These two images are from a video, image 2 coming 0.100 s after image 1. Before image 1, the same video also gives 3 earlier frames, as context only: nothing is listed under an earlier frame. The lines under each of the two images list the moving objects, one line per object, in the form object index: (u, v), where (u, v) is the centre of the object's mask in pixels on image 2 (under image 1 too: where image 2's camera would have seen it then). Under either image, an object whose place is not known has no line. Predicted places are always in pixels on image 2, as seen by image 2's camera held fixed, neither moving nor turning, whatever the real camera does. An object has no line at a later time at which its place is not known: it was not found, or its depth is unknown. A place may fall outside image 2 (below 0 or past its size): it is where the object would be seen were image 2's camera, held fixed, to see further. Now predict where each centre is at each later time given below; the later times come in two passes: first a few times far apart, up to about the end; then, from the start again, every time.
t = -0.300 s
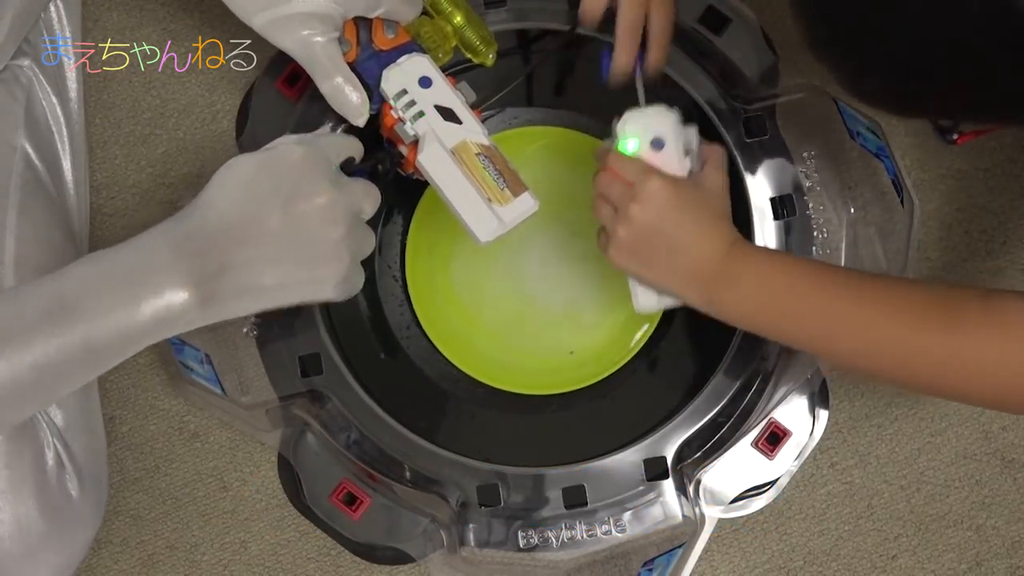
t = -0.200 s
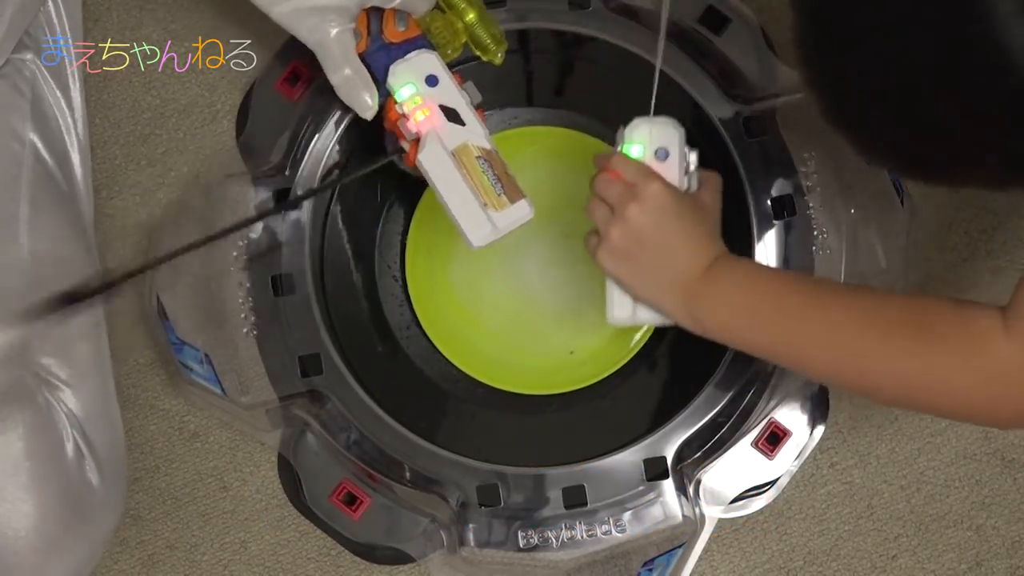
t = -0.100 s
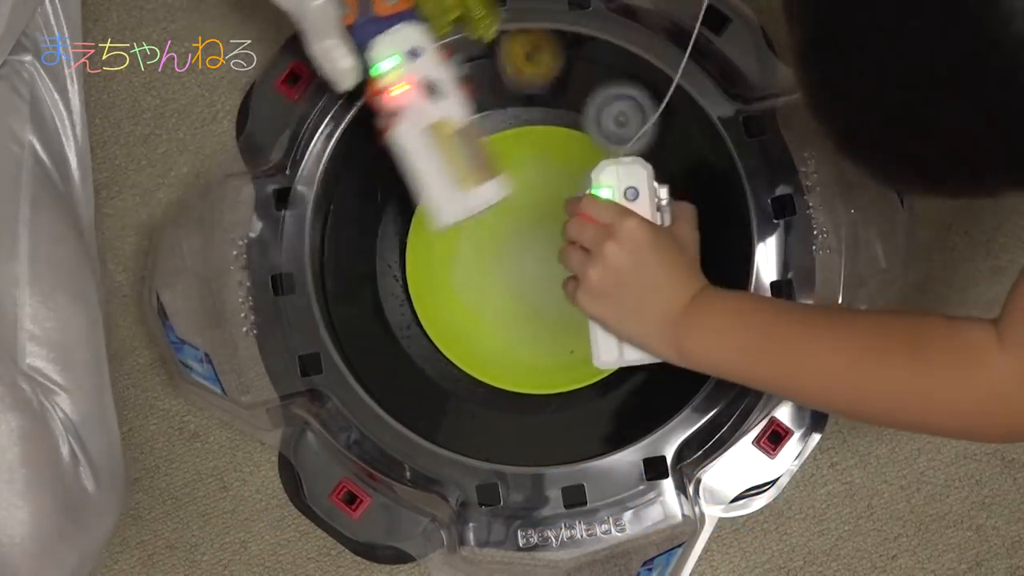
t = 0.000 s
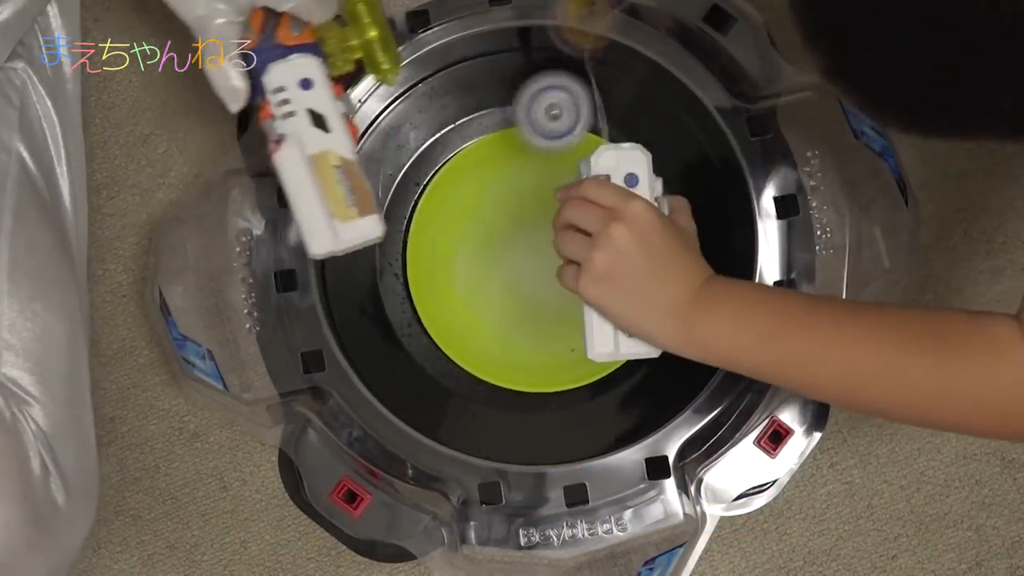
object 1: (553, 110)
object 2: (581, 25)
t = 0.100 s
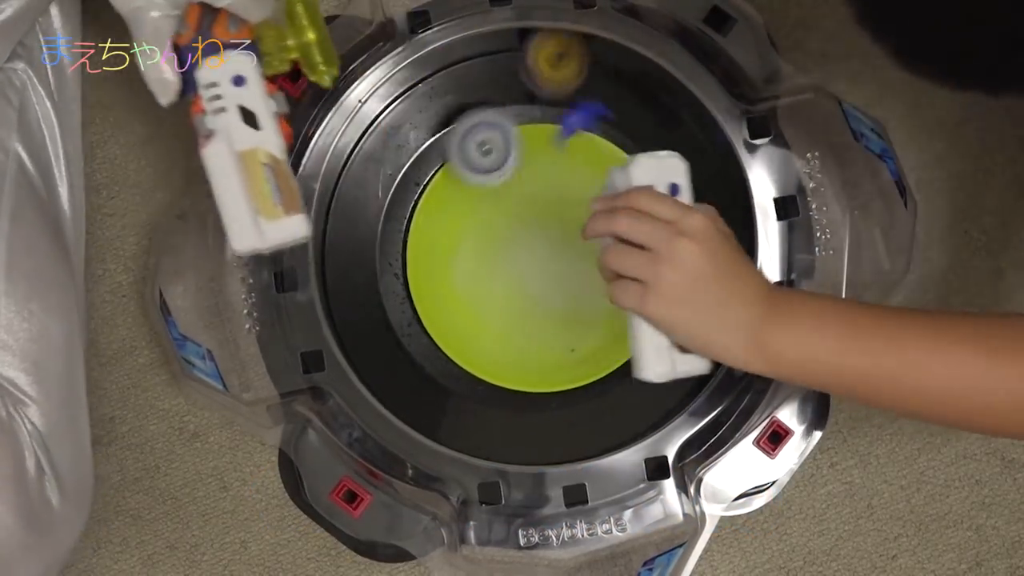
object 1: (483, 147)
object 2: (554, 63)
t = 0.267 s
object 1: (351, 191)
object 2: (473, 124)
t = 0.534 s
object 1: (396, 270)
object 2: (372, 179)
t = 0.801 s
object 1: (441, 360)
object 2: (421, 272)
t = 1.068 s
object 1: (482, 414)
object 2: (416, 260)
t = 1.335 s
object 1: (482, 413)
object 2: (420, 219)
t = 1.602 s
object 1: (437, 347)
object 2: (428, 198)
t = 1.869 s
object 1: (440, 324)
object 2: (426, 201)
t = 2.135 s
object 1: (435, 322)
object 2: (416, 212)
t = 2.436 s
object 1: (430, 326)
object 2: (411, 227)
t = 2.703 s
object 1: (432, 331)
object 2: (409, 240)
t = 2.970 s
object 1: (434, 333)
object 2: (408, 237)
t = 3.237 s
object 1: (423, 315)
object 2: (413, 222)
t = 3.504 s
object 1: (426, 343)
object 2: (470, 143)
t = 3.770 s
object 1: (408, 343)
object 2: (517, 126)
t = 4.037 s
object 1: (435, 293)
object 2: (466, 152)
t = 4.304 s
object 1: (442, 341)
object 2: (416, 244)
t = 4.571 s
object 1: (498, 424)
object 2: (413, 274)
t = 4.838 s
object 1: (577, 396)
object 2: (441, 179)
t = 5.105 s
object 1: (617, 407)
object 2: (439, 183)
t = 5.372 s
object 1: (630, 399)
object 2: (415, 237)
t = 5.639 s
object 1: (643, 397)
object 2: (413, 292)
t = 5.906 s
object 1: (636, 399)
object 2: (421, 315)
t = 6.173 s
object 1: (604, 422)
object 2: (422, 316)
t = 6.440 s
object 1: (481, 391)
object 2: (414, 299)
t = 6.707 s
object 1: (415, 378)
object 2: (430, 188)
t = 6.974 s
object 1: (424, 309)
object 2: (497, 102)
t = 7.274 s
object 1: (420, 266)
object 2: (498, 117)
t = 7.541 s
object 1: (408, 252)
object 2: (477, 124)
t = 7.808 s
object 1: (413, 254)
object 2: (516, 116)
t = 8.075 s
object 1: (411, 259)
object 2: (558, 116)
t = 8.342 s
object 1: (413, 256)
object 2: (594, 120)
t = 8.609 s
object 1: (409, 263)
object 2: (614, 131)
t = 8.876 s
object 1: (410, 273)
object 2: (613, 130)
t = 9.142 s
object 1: (411, 271)
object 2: (601, 127)
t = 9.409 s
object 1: (409, 257)
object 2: (587, 121)
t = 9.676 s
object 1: (410, 260)
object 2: (552, 107)
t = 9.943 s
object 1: (408, 260)
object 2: (500, 118)
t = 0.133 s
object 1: (459, 160)
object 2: (541, 90)
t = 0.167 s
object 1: (428, 168)
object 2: (526, 117)
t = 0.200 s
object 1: (400, 177)
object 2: (507, 117)
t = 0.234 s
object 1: (371, 184)
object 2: (489, 121)
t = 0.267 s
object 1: (351, 191)
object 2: (473, 124)
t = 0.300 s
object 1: (335, 199)
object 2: (456, 126)
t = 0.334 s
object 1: (341, 211)
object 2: (440, 129)
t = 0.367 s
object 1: (343, 223)
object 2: (425, 133)
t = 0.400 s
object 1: (346, 232)
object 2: (412, 141)
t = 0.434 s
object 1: (355, 243)
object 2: (401, 148)
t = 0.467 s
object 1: (367, 253)
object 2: (391, 157)
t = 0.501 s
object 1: (381, 263)
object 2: (381, 168)
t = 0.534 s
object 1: (396, 270)
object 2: (372, 179)
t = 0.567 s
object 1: (411, 277)
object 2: (367, 190)
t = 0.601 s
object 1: (422, 287)
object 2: (363, 204)
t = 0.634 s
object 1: (429, 297)
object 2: (365, 217)
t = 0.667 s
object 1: (433, 309)
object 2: (371, 232)
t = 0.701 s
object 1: (434, 321)
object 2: (382, 245)
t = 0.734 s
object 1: (434, 333)
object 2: (397, 258)
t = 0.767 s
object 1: (435, 343)
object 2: (413, 269)
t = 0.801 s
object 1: (441, 360)
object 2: (421, 272)
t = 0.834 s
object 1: (447, 378)
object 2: (421, 274)
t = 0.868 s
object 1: (452, 394)
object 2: (417, 274)
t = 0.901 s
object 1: (457, 406)
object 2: (417, 274)
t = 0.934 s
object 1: (462, 413)
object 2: (418, 273)
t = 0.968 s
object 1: (468, 417)
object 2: (416, 271)
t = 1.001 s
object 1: (473, 418)
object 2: (416, 268)
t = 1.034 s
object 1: (477, 418)
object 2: (414, 264)
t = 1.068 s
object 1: (482, 414)
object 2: (416, 260)
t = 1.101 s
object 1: (487, 406)
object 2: (413, 255)
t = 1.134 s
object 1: (492, 395)
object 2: (416, 250)
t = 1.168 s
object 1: (495, 386)
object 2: (416, 246)
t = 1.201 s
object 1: (495, 389)
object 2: (415, 240)
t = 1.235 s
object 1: (492, 398)
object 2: (417, 235)
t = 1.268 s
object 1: (490, 406)
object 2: (422, 231)
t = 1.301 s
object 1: (486, 411)
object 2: (422, 226)
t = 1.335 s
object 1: (482, 413)
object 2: (420, 219)
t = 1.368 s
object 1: (477, 412)
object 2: (418, 214)
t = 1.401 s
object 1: (471, 409)
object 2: (422, 211)
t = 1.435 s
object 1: (464, 402)
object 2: (426, 210)
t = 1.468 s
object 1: (456, 393)
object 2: (427, 207)
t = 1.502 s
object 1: (448, 382)
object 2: (426, 203)
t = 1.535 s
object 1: (441, 370)
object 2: (427, 200)
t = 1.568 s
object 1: (437, 358)
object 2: (429, 200)
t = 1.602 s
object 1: (437, 347)
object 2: (428, 198)
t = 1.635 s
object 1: (433, 343)
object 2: (428, 198)
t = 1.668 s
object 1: (427, 341)
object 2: (428, 197)
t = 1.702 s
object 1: (425, 339)
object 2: (428, 198)
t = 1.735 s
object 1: (427, 337)
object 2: (428, 198)
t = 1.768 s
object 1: (429, 335)
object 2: (428, 198)
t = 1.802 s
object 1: (431, 334)
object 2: (427, 199)
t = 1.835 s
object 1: (435, 330)
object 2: (426, 199)
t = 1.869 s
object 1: (440, 324)
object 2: (426, 201)
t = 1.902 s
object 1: (442, 320)
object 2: (425, 203)
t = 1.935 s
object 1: (440, 320)
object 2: (422, 203)
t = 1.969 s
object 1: (435, 323)
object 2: (425, 206)
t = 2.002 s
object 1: (434, 326)
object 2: (426, 209)
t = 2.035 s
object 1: (433, 324)
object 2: (426, 212)
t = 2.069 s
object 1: (435, 324)
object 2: (425, 214)
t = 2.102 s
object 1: (436, 323)
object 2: (420, 212)
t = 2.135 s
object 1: (435, 322)
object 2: (416, 212)
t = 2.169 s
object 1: (434, 325)
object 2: (421, 217)
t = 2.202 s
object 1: (433, 324)
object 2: (424, 220)
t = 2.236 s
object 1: (434, 324)
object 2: (423, 221)
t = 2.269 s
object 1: (433, 324)
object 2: (421, 222)
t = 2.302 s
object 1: (433, 326)
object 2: (417, 222)
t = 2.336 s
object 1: (434, 324)
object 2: (412, 222)
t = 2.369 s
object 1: (435, 324)
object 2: (414, 225)
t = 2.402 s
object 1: (431, 326)
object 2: (413, 226)
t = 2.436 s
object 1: (430, 326)
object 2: (411, 227)
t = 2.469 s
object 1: (435, 330)
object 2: (412, 230)
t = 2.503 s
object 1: (437, 331)
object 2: (411, 231)
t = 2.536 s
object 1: (437, 333)
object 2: (411, 233)
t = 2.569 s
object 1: (437, 334)
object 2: (413, 235)
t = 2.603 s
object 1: (437, 332)
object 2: (410, 236)
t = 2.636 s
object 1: (436, 329)
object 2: (408, 238)
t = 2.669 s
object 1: (432, 329)
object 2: (411, 239)
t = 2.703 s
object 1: (432, 331)
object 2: (409, 240)
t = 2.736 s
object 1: (433, 330)
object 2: (409, 241)
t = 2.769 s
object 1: (434, 331)
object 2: (409, 242)
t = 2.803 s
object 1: (432, 331)
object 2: (408, 242)
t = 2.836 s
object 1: (432, 332)
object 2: (408, 242)
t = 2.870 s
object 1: (434, 333)
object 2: (409, 242)
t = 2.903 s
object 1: (434, 331)
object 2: (407, 240)
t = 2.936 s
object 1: (435, 331)
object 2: (410, 240)
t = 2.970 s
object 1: (434, 333)
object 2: (408, 237)
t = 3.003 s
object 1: (432, 335)
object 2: (409, 235)
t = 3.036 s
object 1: (434, 334)
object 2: (409, 233)
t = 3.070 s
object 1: (437, 333)
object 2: (410, 230)
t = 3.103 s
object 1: (438, 333)
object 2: (410, 228)
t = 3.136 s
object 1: (434, 333)
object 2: (410, 225)
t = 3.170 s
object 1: (426, 331)
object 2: (411, 225)
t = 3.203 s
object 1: (425, 323)
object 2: (411, 222)
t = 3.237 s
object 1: (423, 315)
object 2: (413, 222)
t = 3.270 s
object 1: (419, 310)
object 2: (411, 221)
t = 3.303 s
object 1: (416, 302)
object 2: (414, 221)
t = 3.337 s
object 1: (414, 305)
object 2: (415, 211)
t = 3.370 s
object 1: (415, 317)
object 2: (423, 191)
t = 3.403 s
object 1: (419, 326)
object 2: (436, 176)
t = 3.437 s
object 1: (422, 333)
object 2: (445, 162)
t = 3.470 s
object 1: (423, 339)
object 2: (458, 151)
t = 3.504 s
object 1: (426, 343)
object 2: (470, 143)
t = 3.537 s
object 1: (426, 347)
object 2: (481, 138)
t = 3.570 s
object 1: (425, 351)
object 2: (490, 133)
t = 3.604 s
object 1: (422, 354)
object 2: (499, 129)
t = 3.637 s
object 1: (420, 356)
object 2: (506, 129)
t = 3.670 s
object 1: (415, 359)
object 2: (510, 126)
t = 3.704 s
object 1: (411, 356)
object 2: (514, 126)
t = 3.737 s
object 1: (409, 351)
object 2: (517, 126)
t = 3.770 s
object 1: (408, 343)
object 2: (517, 126)
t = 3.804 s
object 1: (407, 333)
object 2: (514, 129)
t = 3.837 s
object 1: (408, 327)
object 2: (513, 130)
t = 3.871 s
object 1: (409, 323)
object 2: (509, 131)
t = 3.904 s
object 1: (412, 319)
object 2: (502, 131)
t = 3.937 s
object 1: (416, 314)
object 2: (495, 136)
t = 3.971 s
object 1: (423, 308)
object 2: (486, 141)
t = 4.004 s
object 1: (430, 299)
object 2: (476, 144)
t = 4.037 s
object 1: (435, 293)
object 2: (466, 152)
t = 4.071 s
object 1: (439, 289)
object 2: (453, 163)
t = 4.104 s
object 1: (441, 283)
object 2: (442, 175)
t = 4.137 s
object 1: (442, 280)
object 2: (432, 190)
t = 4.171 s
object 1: (442, 281)
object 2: (424, 205)
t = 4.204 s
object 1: (443, 294)
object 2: (420, 213)
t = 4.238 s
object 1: (443, 309)
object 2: (421, 223)
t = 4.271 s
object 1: (443, 324)
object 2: (421, 234)
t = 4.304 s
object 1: (442, 341)
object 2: (416, 244)
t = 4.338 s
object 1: (444, 352)
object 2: (414, 254)
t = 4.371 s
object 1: (445, 362)
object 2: (418, 266)
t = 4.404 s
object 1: (448, 370)
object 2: (419, 278)
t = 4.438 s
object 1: (449, 375)
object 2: (420, 289)
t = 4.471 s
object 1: (454, 378)
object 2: (425, 299)
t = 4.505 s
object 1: (460, 383)
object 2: (426, 306)
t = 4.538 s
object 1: (480, 406)
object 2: (413, 291)
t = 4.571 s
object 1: (498, 424)
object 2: (413, 274)
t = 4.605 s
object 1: (513, 435)
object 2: (418, 258)
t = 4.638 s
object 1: (527, 448)
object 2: (420, 242)
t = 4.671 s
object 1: (539, 453)
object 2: (419, 226)
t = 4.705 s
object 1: (550, 445)
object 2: (420, 211)
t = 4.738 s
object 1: (557, 434)
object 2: (426, 201)
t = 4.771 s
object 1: (566, 424)
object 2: (434, 194)
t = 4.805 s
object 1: (571, 411)
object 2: (439, 187)
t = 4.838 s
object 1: (577, 396)
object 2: (441, 179)
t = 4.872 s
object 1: (587, 404)
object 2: (444, 174)
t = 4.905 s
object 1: (596, 409)
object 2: (448, 174)
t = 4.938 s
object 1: (602, 411)
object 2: (450, 174)
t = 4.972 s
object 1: (608, 412)
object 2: (449, 174)
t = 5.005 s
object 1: (612, 411)
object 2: (446, 172)
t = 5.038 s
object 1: (614, 411)
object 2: (445, 174)
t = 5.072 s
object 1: (617, 409)
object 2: (443, 179)
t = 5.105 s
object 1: (617, 407)
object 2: (439, 183)
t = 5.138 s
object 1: (618, 403)
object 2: (434, 186)
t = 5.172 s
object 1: (616, 397)
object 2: (431, 192)
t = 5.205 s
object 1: (616, 392)
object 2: (428, 200)
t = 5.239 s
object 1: (613, 384)
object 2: (425, 207)
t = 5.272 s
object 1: (614, 383)
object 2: (420, 214)
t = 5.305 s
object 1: (622, 391)
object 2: (418, 221)
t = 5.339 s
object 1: (628, 397)
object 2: (418, 230)
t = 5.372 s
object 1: (630, 399)
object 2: (415, 237)
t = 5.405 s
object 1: (630, 398)
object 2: (410, 245)
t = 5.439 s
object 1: (627, 393)
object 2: (411, 253)
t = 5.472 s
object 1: (623, 386)
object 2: (410, 262)
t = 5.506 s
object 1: (624, 386)
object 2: (408, 271)
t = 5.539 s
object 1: (635, 396)
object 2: (410, 278)
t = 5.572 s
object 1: (642, 399)
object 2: (411, 284)
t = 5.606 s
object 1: (644, 400)
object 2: (413, 288)
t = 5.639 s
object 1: (643, 397)
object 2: (413, 292)
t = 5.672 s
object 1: (638, 393)
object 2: (413, 297)
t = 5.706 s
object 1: (629, 382)
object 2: (415, 301)
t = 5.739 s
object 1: (628, 384)
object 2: (416, 305)
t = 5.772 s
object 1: (638, 396)
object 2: (417, 308)
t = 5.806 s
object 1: (642, 401)
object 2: (420, 308)
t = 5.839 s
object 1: (643, 402)
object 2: (420, 310)
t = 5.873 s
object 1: (641, 403)
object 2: (419, 313)
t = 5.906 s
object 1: (636, 399)
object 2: (421, 315)
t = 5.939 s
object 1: (624, 389)
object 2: (424, 316)
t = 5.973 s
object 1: (611, 379)
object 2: (423, 317)
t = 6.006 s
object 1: (607, 382)
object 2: (423, 317)
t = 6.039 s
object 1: (608, 397)
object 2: (422, 319)
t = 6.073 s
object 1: (616, 413)
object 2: (423, 318)
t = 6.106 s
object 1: (618, 424)
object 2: (425, 317)
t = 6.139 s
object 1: (614, 425)
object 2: (422, 316)
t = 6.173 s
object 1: (604, 422)
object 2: (422, 316)
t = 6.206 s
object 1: (590, 415)
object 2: (421, 315)
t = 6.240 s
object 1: (570, 405)
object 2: (422, 313)
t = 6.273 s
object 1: (550, 394)
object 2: (419, 310)
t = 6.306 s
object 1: (534, 400)
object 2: (418, 309)
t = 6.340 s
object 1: (520, 401)
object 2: (418, 307)
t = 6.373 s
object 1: (507, 399)
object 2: (418, 303)
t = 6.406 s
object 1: (495, 393)
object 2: (416, 300)
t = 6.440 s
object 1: (481, 391)
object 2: (414, 299)
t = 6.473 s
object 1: (468, 386)
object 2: (415, 296)
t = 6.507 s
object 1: (456, 378)
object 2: (414, 292)
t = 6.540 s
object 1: (443, 369)
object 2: (414, 289)
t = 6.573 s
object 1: (434, 362)
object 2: (414, 283)
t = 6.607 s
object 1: (424, 373)
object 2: (407, 254)
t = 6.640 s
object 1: (421, 378)
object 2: (408, 232)
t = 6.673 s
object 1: (418, 379)
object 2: (419, 207)
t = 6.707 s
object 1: (415, 378)
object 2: (430, 188)
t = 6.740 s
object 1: (413, 373)
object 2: (441, 167)
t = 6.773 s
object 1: (412, 366)
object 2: (448, 148)
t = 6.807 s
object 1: (410, 357)
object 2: (463, 141)
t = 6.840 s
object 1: (409, 345)
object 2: (474, 129)
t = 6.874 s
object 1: (410, 334)
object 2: (481, 122)
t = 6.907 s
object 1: (413, 325)
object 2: (489, 114)
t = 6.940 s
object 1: (418, 318)
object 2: (493, 107)
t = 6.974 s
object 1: (424, 309)
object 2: (497, 102)
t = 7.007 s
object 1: (429, 300)
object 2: (499, 97)
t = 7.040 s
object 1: (431, 293)
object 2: (502, 100)
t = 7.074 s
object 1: (432, 287)
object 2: (504, 102)
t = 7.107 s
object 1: (432, 283)
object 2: (504, 109)
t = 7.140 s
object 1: (432, 278)
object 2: (506, 114)
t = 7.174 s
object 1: (430, 274)
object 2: (505, 121)
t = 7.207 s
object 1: (428, 271)
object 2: (505, 121)
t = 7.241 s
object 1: (424, 268)
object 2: (501, 119)
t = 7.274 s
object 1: (420, 266)
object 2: (498, 117)
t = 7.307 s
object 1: (414, 265)
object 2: (494, 114)
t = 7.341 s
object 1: (408, 263)
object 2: (492, 112)
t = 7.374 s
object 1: (407, 261)
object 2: (488, 108)
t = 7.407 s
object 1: (409, 258)
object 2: (487, 108)
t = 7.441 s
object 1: (409, 256)
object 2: (482, 110)
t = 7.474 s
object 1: (409, 254)
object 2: (479, 116)
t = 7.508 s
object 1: (405, 253)
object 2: (476, 119)
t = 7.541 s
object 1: (408, 252)
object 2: (477, 124)
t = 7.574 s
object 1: (409, 251)
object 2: (477, 125)
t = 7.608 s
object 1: (407, 251)
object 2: (481, 127)
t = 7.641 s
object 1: (406, 251)
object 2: (484, 126)
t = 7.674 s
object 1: (409, 251)
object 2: (491, 128)
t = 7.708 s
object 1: (408, 252)
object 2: (495, 125)
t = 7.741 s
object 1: (406, 252)
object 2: (503, 122)
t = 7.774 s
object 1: (409, 253)
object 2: (506, 122)
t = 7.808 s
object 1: (413, 254)
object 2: (516, 116)
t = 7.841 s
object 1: (415, 254)
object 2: (520, 116)
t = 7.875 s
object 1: (415, 254)
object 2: (527, 111)
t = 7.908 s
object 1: (413, 256)
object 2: (534, 114)
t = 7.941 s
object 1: (409, 257)
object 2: (538, 112)
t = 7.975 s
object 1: (408, 259)
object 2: (547, 114)
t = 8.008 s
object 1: (410, 258)
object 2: (549, 112)
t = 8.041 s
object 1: (412, 258)
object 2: (559, 112)
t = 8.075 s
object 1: (411, 259)
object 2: (558, 116)
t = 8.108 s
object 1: (409, 259)
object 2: (565, 113)
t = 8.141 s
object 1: (410, 259)
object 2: (569, 118)
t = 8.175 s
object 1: (410, 259)
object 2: (574, 115)
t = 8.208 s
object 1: (410, 258)
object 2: (581, 117)
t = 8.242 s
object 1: (410, 258)
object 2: (580, 119)
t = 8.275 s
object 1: (410, 258)
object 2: (586, 119)
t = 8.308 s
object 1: (412, 257)
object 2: (592, 121)
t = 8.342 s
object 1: (413, 256)
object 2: (594, 120)
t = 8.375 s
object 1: (412, 255)
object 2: (603, 123)
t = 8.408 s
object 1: (410, 256)
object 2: (601, 128)
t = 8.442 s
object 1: (411, 256)
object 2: (608, 126)
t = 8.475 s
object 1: (412, 256)
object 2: (613, 130)
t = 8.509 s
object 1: (410, 258)
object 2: (609, 131)
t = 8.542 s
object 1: (410, 260)
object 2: (615, 131)
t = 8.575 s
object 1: (409, 262)
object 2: (617, 132)
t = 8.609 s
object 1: (409, 263)
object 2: (614, 131)
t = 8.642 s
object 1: (408, 263)
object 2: (615, 131)
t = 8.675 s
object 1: (408, 264)
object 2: (612, 132)
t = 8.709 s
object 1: (410, 267)
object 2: (612, 130)
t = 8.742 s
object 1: (409, 270)
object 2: (614, 129)
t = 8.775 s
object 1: (409, 271)
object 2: (612, 132)
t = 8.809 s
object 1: (409, 271)
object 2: (610, 129)
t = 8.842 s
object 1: (409, 271)
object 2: (612, 129)
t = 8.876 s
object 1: (410, 273)
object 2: (613, 130)
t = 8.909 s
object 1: (409, 274)
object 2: (610, 128)
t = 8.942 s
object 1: (408, 273)
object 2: (607, 126)
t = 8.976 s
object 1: (409, 272)
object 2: (608, 128)
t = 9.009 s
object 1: (411, 272)
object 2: (605, 127)
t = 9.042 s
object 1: (410, 273)
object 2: (602, 127)
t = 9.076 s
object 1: (408, 272)
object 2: (606, 126)
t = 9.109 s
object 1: (410, 270)
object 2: (605, 127)
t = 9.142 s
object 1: (411, 271)
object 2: (601, 127)
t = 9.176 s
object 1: (409, 270)
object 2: (600, 125)
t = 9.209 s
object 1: (409, 267)
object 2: (603, 124)
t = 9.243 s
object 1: (411, 264)
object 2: (600, 126)
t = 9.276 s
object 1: (410, 265)
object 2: (596, 125)
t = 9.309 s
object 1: (410, 262)
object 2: (593, 123)
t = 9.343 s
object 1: (410, 260)
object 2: (595, 117)
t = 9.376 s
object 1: (410, 259)
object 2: (596, 118)
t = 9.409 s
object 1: (409, 257)
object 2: (587, 121)
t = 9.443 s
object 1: (409, 254)
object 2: (583, 118)
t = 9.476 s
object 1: (411, 255)
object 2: (580, 114)
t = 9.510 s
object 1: (409, 256)
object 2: (577, 114)
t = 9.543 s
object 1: (409, 255)
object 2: (575, 115)
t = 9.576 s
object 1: (409, 258)
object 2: (569, 113)
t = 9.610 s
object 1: (409, 258)
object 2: (562, 114)
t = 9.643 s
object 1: (410, 257)
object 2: (556, 114)
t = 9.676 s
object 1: (410, 260)
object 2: (552, 107)
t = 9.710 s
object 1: (409, 259)
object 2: (550, 108)
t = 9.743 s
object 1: (410, 259)
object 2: (543, 113)
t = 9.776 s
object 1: (409, 260)
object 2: (536, 112)
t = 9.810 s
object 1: (410, 258)
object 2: (529, 109)
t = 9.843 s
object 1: (410, 260)
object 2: (519, 111)
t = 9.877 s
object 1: (409, 259)
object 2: (512, 116)
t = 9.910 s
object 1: (409, 260)
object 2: (507, 117)
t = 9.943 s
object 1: (408, 260)
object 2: (500, 118)
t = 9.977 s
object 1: (409, 259)
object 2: (491, 124)
